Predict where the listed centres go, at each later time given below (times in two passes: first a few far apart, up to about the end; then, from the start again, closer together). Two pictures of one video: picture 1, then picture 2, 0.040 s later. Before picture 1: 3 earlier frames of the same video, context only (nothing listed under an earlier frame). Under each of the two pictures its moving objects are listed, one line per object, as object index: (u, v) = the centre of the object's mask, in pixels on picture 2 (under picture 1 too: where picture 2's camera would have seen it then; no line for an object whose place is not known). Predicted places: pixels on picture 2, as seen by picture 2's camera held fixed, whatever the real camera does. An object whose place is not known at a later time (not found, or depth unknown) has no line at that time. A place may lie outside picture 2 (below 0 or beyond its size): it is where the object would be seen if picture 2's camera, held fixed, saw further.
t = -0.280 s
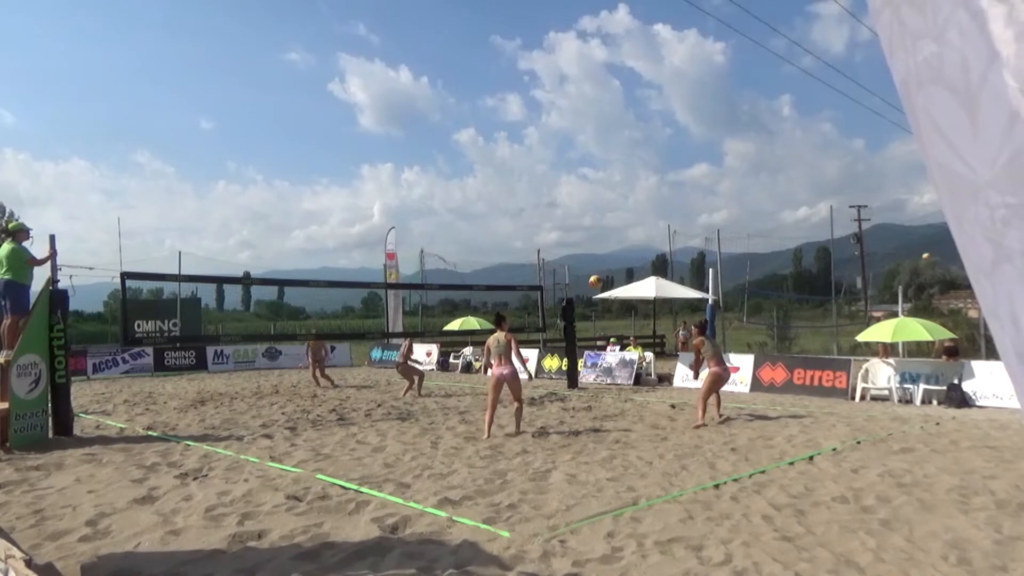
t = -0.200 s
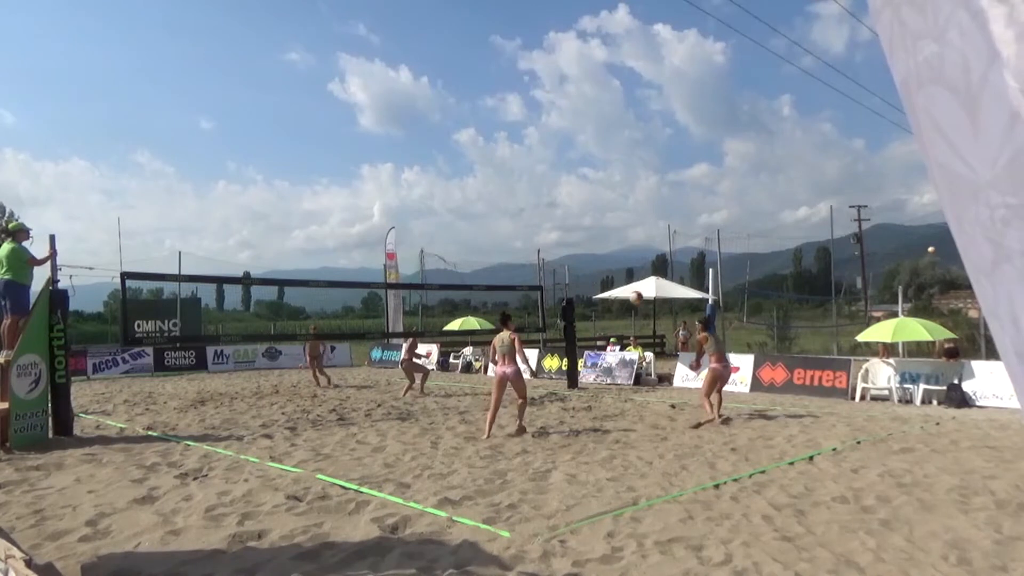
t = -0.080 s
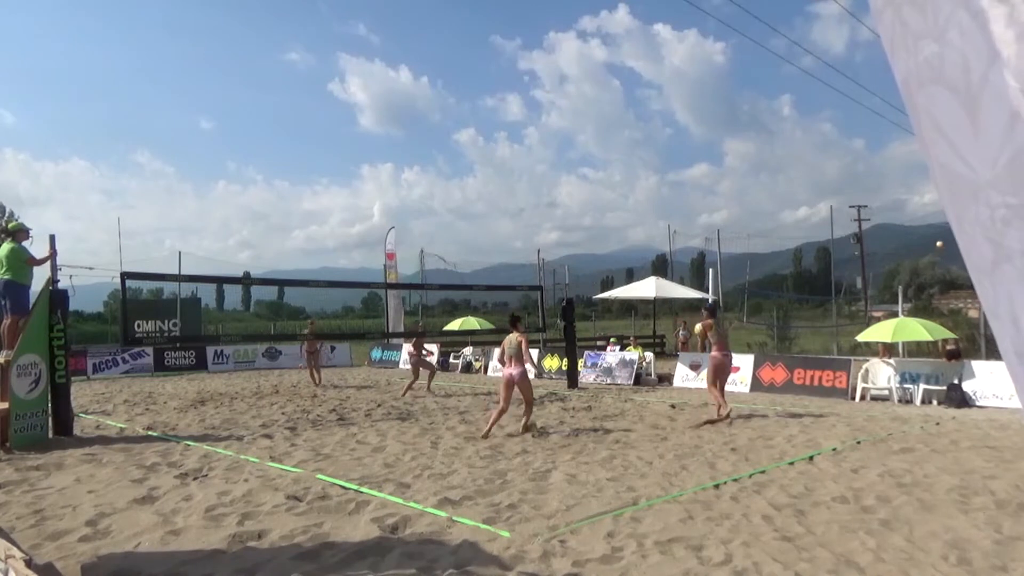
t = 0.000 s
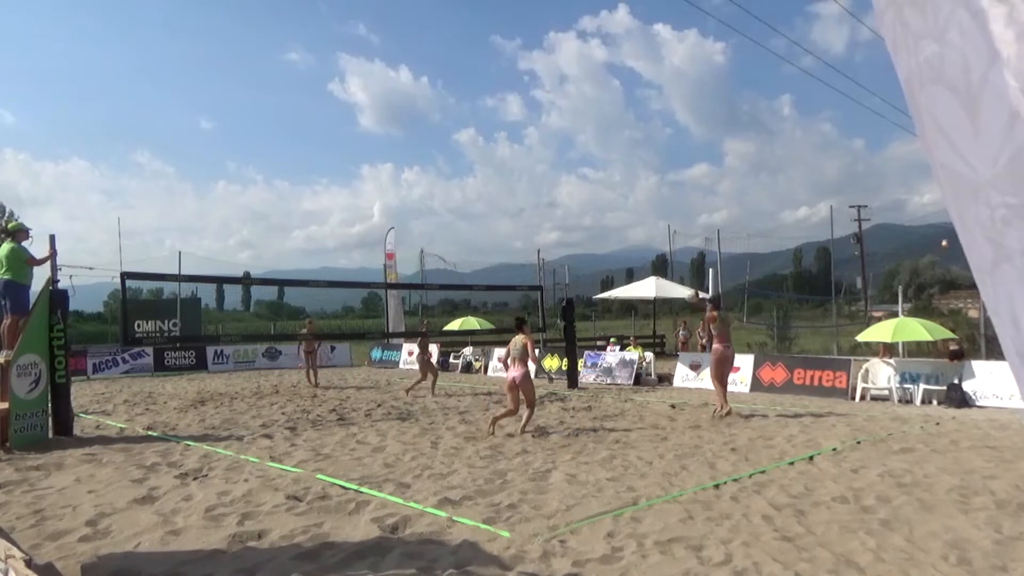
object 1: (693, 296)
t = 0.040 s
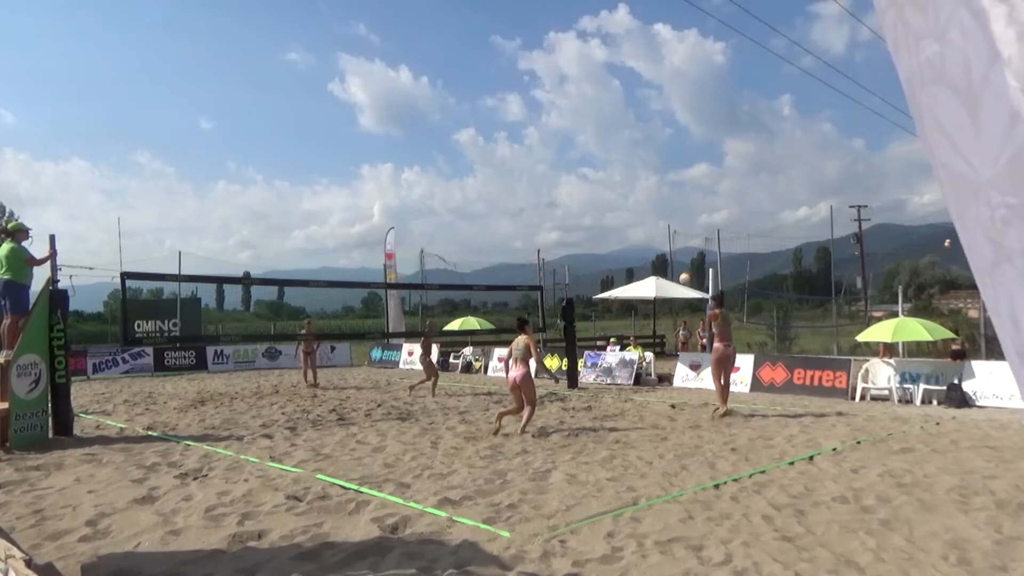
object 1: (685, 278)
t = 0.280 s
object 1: (656, 206)
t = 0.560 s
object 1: (624, 172)
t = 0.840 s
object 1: (595, 185)
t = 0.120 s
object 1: (676, 250)
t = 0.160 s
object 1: (671, 237)
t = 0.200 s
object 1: (666, 226)
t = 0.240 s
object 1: (661, 216)
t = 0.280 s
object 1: (656, 206)
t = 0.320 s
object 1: (651, 198)
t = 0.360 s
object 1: (647, 191)
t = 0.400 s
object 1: (642, 185)
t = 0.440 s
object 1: (638, 181)
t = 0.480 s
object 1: (633, 177)
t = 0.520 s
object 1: (629, 173)
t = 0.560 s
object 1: (624, 172)
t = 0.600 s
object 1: (620, 170)
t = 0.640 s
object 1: (616, 170)
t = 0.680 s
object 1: (612, 172)
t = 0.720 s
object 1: (607, 174)
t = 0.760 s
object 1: (603, 177)
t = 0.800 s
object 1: (599, 180)
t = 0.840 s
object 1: (595, 185)
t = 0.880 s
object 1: (591, 191)
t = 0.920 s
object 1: (587, 198)
